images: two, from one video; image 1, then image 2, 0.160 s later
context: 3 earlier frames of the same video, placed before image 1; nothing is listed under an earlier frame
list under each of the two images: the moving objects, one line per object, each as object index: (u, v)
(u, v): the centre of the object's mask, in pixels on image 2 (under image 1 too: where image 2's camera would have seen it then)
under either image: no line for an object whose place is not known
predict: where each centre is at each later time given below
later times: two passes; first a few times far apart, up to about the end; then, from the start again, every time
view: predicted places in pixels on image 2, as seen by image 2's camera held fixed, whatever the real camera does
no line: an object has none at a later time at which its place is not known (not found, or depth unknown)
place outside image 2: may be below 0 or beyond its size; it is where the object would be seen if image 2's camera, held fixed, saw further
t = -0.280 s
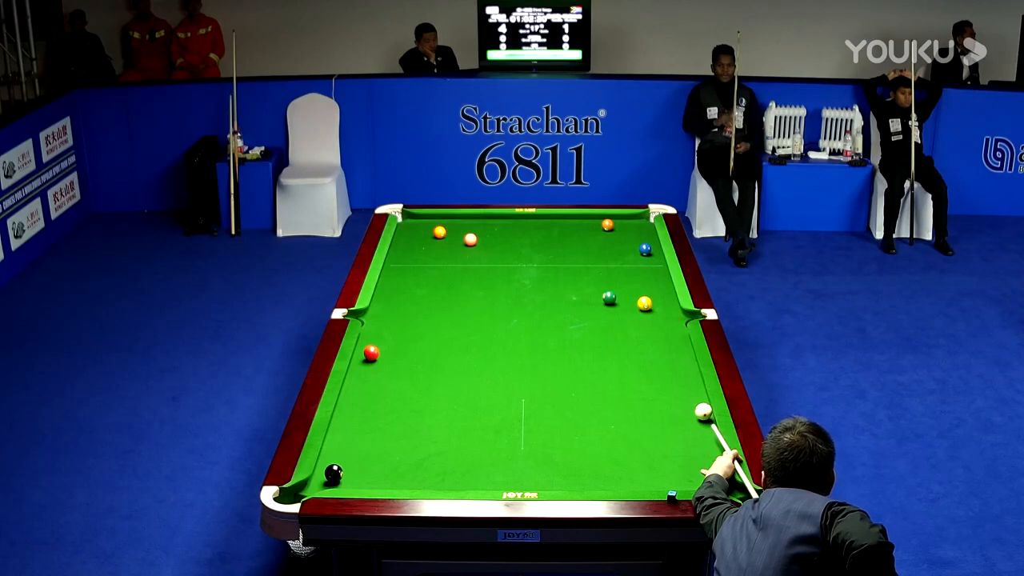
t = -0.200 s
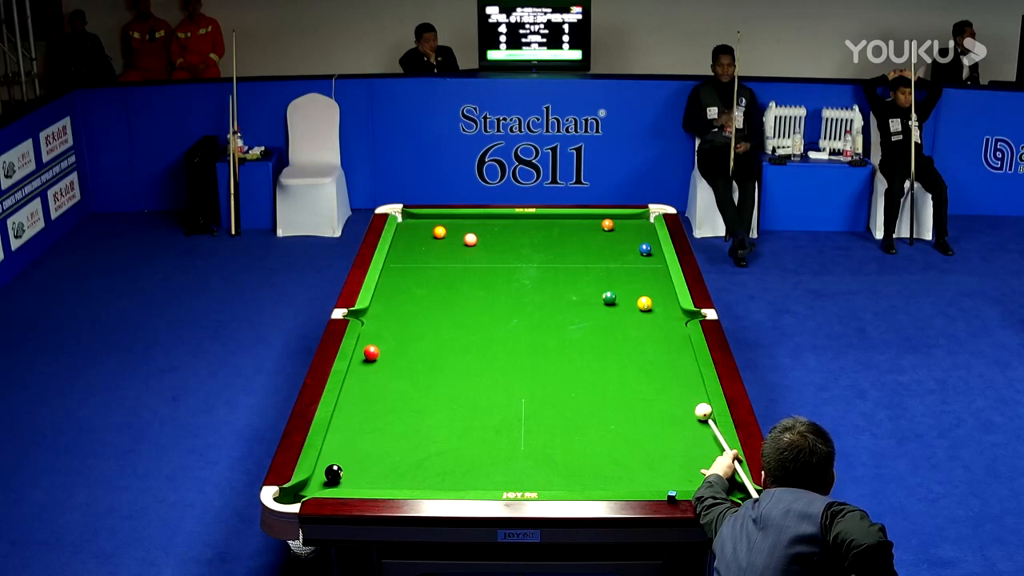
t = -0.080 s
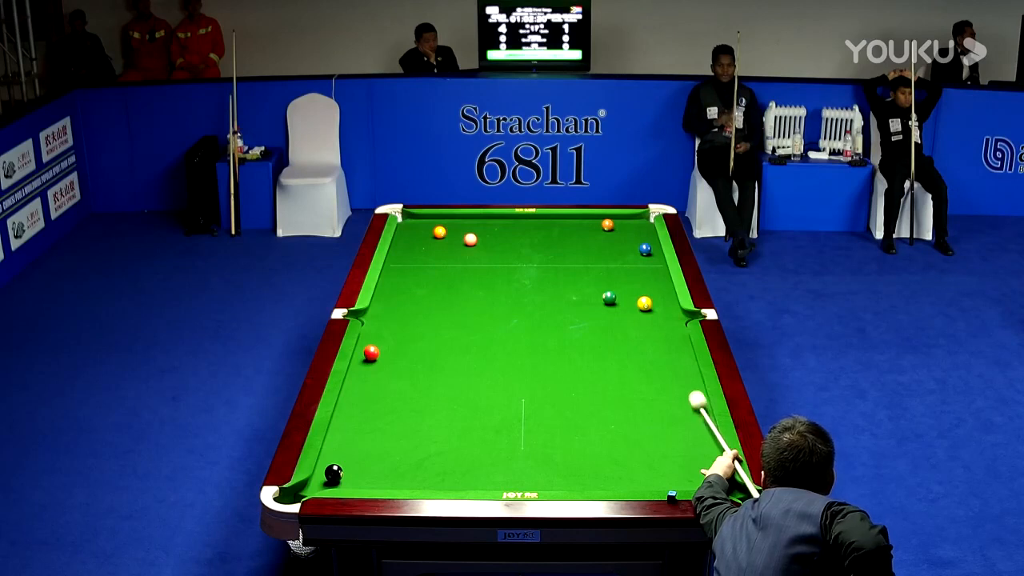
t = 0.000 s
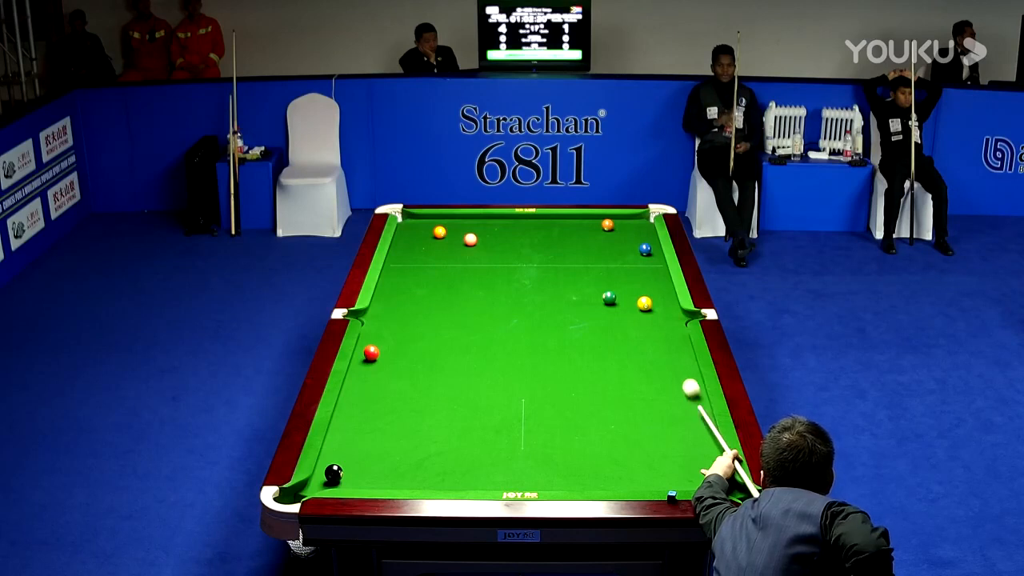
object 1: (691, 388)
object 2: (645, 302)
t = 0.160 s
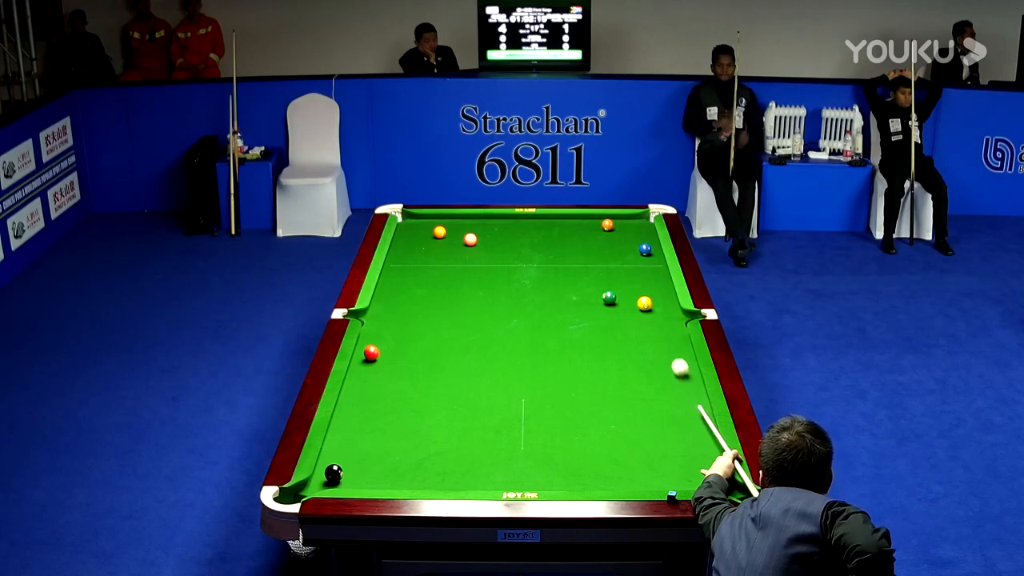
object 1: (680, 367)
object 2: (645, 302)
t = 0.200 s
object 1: (677, 362)
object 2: (645, 302)
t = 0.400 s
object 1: (665, 340)
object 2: (645, 302)
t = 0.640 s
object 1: (652, 315)
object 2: (644, 302)
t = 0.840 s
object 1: (649, 307)
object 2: (638, 293)
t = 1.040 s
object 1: (648, 303)
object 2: (631, 282)
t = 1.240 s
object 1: (647, 299)
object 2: (624, 273)
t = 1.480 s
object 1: (646, 296)
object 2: (617, 262)
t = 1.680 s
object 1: (645, 293)
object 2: (611, 254)
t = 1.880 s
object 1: (645, 290)
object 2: (606, 246)
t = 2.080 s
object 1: (645, 288)
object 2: (601, 239)
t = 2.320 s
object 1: (645, 286)
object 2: (596, 231)
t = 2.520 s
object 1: (645, 285)
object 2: (592, 225)
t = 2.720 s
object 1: (645, 284)
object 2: (588, 219)
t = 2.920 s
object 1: (644, 283)
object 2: (585, 217)
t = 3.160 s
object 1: (644, 283)
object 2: (584, 221)
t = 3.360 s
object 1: (643, 282)
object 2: (582, 224)
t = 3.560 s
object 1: (644, 283)
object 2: (581, 227)
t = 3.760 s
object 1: (644, 283)
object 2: (580, 230)
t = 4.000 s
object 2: (579, 233)
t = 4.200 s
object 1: (644, 282)
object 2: (578, 235)
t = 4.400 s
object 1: (644, 282)
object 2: (578, 237)
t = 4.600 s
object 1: (644, 282)
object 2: (577, 239)
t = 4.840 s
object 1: (644, 282)
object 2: (577, 241)
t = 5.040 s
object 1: (644, 282)
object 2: (576, 242)
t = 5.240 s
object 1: (644, 282)
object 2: (576, 243)
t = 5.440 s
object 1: (644, 282)
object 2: (576, 244)
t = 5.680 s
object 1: (644, 282)
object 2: (576, 245)
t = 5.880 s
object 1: (644, 282)
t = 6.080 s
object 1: (644, 282)
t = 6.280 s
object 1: (644, 282)
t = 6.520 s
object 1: (644, 282)
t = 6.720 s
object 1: (644, 282)
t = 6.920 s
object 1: (644, 282)
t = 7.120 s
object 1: (644, 282)
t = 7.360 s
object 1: (644, 282)
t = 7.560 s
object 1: (644, 282)
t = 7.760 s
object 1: (644, 282)
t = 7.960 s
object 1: (644, 282)
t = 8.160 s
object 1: (644, 282)
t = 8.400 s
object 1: (644, 282)
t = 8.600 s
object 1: (644, 282)
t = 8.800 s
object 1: (644, 282)
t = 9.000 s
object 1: (644, 282)
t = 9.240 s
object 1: (644, 282)
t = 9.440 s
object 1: (644, 282)
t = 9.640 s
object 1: (644, 282)
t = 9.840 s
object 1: (644, 282)
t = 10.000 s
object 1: (644, 282)
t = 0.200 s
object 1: (677, 362)
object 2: (645, 302)
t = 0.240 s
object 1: (675, 357)
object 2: (645, 302)
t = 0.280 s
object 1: (672, 353)
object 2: (645, 302)
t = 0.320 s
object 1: (670, 349)
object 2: (644, 302)
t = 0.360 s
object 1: (668, 344)
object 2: (645, 302)
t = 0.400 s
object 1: (665, 340)
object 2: (645, 302)
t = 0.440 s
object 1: (663, 335)
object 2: (644, 302)
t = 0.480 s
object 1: (660, 331)
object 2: (644, 302)
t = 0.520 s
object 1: (658, 327)
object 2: (644, 302)
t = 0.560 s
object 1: (656, 323)
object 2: (644, 302)
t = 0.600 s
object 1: (654, 319)
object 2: (644, 302)
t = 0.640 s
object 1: (652, 315)
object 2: (644, 302)
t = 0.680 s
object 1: (650, 311)
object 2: (644, 300)
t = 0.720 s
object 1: (648, 309)
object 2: (642, 299)
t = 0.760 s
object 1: (649, 308)
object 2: (641, 297)
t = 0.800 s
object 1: (649, 308)
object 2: (639, 295)
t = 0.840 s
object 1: (649, 307)
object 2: (638, 293)
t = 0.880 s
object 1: (648, 306)
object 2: (636, 291)
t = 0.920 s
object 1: (648, 305)
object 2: (635, 289)
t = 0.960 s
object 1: (648, 305)
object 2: (634, 286)
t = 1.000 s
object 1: (648, 304)
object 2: (632, 284)
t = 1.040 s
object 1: (648, 303)
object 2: (631, 282)
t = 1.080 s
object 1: (647, 302)
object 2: (629, 280)
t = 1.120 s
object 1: (647, 302)
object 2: (628, 278)
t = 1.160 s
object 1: (647, 301)
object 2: (627, 276)
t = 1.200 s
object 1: (647, 300)
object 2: (626, 275)
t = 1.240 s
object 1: (647, 299)
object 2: (624, 273)
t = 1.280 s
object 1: (647, 299)
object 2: (623, 271)
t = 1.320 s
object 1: (646, 298)
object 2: (621, 269)
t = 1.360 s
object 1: (646, 297)
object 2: (620, 267)
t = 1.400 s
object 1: (646, 297)
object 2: (619, 265)
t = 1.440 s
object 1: (646, 296)
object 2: (618, 264)
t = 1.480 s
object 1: (646, 296)
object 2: (617, 262)
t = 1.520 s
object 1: (646, 295)
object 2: (616, 260)
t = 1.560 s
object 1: (646, 294)
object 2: (614, 258)
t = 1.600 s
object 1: (646, 294)
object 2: (613, 257)
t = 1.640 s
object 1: (646, 293)
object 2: (612, 255)
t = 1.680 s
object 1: (645, 293)
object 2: (611, 254)
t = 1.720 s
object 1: (645, 292)
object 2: (610, 252)
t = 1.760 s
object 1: (645, 292)
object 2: (609, 251)
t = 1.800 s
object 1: (645, 291)
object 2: (608, 249)
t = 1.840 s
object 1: (645, 291)
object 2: (607, 247)
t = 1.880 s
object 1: (645, 290)
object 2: (606, 246)
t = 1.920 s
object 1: (645, 290)
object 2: (605, 244)
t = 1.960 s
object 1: (645, 290)
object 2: (604, 243)
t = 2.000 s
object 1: (645, 289)
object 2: (603, 242)
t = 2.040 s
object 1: (645, 289)
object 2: (602, 240)
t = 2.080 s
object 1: (645, 288)
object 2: (601, 239)
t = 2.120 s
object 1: (645, 288)
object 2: (600, 237)
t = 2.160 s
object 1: (645, 288)
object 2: (600, 236)
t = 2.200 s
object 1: (645, 287)
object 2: (599, 235)
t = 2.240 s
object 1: (645, 287)
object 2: (598, 233)
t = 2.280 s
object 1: (645, 287)
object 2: (597, 232)
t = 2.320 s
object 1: (645, 286)
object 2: (596, 231)
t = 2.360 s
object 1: (645, 286)
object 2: (595, 230)
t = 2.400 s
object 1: (645, 286)
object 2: (594, 229)
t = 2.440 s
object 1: (645, 285)
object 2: (593, 227)
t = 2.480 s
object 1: (645, 285)
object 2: (593, 226)
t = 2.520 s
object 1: (645, 285)
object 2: (592, 225)
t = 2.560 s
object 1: (645, 285)
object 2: (591, 224)
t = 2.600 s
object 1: (645, 284)
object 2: (590, 222)
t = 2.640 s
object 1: (645, 284)
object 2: (590, 221)
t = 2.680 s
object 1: (645, 284)
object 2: (589, 220)
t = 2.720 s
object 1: (645, 284)
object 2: (588, 219)
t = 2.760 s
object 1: (645, 284)
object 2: (587, 218)
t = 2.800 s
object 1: (645, 283)
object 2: (587, 217)
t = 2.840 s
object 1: (645, 283)
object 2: (586, 216)
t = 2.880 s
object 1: (645, 283)
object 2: (585, 217)
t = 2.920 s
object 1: (644, 283)
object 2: (585, 217)
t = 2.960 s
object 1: (644, 283)
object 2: (585, 218)
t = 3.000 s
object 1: (644, 283)
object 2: (585, 218)
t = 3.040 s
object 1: (644, 283)
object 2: (584, 219)
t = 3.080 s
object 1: (644, 283)
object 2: (584, 220)
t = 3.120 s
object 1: (644, 283)
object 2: (584, 220)
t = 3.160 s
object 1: (644, 283)
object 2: (584, 221)
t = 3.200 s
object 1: (644, 283)
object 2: (583, 222)
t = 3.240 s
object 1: (644, 283)
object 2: (583, 222)
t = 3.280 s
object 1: (644, 282)
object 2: (583, 223)
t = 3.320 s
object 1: (644, 282)
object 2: (582, 224)
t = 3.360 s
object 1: (643, 282)
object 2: (582, 224)
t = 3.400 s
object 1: (644, 282)
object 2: (582, 225)
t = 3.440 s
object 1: (644, 283)
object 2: (582, 225)
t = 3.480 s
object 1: (644, 283)
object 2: (582, 226)
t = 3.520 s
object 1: (644, 283)
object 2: (581, 226)
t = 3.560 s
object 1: (644, 283)
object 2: (581, 227)
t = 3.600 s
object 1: (644, 283)
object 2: (581, 228)
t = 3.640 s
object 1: (644, 283)
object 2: (581, 228)
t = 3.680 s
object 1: (644, 283)
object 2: (581, 229)
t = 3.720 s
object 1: (644, 283)
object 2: (580, 229)
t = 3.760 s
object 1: (644, 283)
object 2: (580, 230)
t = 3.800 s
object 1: (644, 282)
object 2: (580, 230)
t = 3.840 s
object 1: (644, 282)
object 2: (580, 231)
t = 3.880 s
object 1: (643, 282)
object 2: (580, 231)
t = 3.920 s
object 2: (579, 232)
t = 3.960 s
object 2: (579, 232)
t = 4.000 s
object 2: (579, 233)
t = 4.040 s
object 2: (579, 233)
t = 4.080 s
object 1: (646, 282)
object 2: (579, 233)
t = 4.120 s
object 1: (644, 282)
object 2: (578, 234)
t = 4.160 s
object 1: (644, 282)
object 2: (578, 234)
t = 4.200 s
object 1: (644, 282)
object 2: (578, 235)
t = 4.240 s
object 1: (644, 282)
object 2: (578, 235)
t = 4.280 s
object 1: (644, 282)
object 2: (578, 236)
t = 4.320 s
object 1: (644, 282)
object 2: (578, 236)
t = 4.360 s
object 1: (644, 282)
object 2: (578, 237)
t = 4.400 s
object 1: (644, 282)
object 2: (578, 237)
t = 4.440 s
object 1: (644, 282)
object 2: (578, 237)
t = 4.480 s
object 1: (644, 282)
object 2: (577, 238)
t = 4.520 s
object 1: (644, 282)
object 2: (577, 238)
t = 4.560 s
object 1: (644, 282)
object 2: (577, 239)
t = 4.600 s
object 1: (644, 282)
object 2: (577, 239)
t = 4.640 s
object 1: (644, 282)
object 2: (577, 239)
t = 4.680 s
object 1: (644, 282)
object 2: (577, 239)
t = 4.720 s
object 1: (644, 282)
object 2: (577, 240)
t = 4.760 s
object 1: (644, 282)
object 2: (577, 240)
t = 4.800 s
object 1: (645, 282)
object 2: (577, 241)
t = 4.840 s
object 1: (644, 282)
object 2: (577, 241)
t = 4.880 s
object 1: (644, 282)
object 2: (576, 241)
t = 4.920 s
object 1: (644, 282)
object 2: (576, 241)
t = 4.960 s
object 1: (644, 282)
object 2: (576, 242)
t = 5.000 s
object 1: (644, 282)
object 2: (576, 242)
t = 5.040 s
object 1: (644, 282)
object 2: (576, 242)
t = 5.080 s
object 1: (644, 282)
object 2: (576, 242)
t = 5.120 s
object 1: (644, 282)
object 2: (576, 243)
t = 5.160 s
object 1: (644, 282)
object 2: (576, 243)
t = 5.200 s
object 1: (644, 282)
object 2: (576, 243)
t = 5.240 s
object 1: (644, 282)
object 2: (576, 243)
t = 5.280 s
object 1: (644, 282)
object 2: (576, 243)
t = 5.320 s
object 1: (644, 282)
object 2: (576, 243)
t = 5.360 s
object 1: (644, 282)
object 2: (576, 244)
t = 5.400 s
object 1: (644, 282)
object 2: (576, 244)
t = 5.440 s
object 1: (644, 282)
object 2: (576, 244)
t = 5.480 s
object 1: (644, 282)
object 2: (576, 244)
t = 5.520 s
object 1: (644, 282)
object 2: (576, 244)
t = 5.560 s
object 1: (644, 282)
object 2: (576, 244)
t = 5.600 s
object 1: (644, 282)
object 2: (576, 245)
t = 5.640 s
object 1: (644, 282)
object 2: (576, 245)
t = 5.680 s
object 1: (644, 282)
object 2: (576, 245)
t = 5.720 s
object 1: (644, 282)
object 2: (576, 245)
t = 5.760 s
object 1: (644, 282)
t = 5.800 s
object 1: (644, 282)
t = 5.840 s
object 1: (644, 282)
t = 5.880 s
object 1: (644, 282)
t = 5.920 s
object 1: (644, 282)
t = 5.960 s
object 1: (644, 282)
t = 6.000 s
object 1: (644, 282)
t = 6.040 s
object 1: (644, 282)
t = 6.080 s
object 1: (644, 282)
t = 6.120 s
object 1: (644, 282)
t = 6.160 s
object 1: (644, 282)
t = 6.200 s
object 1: (644, 282)
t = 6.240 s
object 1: (644, 282)
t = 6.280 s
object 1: (644, 282)
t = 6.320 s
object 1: (644, 282)
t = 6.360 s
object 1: (644, 282)
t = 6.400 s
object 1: (644, 282)
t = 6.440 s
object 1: (644, 282)
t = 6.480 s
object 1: (644, 282)
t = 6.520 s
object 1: (644, 282)
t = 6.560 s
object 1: (644, 282)
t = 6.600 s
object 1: (644, 282)
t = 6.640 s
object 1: (644, 282)
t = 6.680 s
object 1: (644, 282)
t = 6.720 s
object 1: (644, 282)
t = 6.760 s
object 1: (644, 282)
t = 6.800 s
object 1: (644, 282)
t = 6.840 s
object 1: (644, 282)
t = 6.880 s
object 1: (644, 282)
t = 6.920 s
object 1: (644, 282)
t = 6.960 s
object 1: (644, 282)
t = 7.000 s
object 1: (644, 282)
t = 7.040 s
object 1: (644, 282)
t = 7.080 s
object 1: (644, 282)
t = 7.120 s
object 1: (644, 282)
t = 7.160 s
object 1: (644, 282)
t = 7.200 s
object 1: (644, 282)
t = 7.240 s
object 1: (644, 282)
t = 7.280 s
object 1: (644, 282)
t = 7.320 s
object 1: (644, 282)
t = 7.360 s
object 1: (644, 282)
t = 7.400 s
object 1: (644, 282)
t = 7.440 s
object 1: (644, 282)
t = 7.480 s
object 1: (644, 282)
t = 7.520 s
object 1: (644, 282)
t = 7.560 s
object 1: (644, 282)
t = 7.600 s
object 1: (644, 282)
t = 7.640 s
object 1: (644, 282)
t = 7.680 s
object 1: (644, 282)
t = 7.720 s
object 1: (644, 282)
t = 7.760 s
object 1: (644, 282)
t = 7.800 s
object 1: (644, 282)
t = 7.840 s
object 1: (644, 282)
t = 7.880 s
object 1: (644, 282)
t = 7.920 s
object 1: (644, 282)
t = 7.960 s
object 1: (644, 282)
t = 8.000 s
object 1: (644, 282)
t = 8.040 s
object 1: (644, 282)
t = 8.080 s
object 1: (644, 282)
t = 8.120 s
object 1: (644, 282)
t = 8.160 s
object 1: (644, 282)
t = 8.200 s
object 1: (644, 282)
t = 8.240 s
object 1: (644, 282)
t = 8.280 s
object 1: (644, 282)
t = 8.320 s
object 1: (644, 282)
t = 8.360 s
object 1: (644, 282)
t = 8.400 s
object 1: (644, 282)
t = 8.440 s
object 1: (644, 282)
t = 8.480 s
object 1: (644, 282)
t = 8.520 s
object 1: (644, 282)
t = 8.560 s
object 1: (644, 282)
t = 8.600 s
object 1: (644, 282)
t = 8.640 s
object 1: (644, 282)
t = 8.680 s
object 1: (644, 282)
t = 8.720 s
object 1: (644, 282)
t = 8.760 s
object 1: (644, 282)
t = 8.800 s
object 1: (644, 282)
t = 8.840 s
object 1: (644, 282)
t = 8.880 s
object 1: (644, 282)
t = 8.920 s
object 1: (644, 282)
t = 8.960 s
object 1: (644, 282)
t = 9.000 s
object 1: (644, 282)
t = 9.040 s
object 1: (644, 282)
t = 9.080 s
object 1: (644, 282)
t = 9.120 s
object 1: (644, 282)
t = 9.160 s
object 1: (644, 282)
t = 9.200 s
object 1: (644, 282)
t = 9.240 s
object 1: (644, 282)
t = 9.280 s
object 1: (644, 282)
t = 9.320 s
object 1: (644, 282)
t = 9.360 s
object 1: (644, 282)
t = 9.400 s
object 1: (644, 282)
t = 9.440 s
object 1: (644, 282)
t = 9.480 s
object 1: (644, 282)
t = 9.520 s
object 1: (644, 282)
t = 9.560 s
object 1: (644, 282)
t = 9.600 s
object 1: (644, 282)
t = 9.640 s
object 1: (644, 282)
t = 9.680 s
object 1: (644, 282)
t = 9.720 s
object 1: (644, 282)
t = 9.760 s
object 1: (644, 282)
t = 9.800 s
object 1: (644, 282)
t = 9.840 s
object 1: (644, 282)
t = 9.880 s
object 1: (644, 282)
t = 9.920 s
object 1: (644, 282)
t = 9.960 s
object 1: (644, 282)
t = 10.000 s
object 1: (644, 282)
